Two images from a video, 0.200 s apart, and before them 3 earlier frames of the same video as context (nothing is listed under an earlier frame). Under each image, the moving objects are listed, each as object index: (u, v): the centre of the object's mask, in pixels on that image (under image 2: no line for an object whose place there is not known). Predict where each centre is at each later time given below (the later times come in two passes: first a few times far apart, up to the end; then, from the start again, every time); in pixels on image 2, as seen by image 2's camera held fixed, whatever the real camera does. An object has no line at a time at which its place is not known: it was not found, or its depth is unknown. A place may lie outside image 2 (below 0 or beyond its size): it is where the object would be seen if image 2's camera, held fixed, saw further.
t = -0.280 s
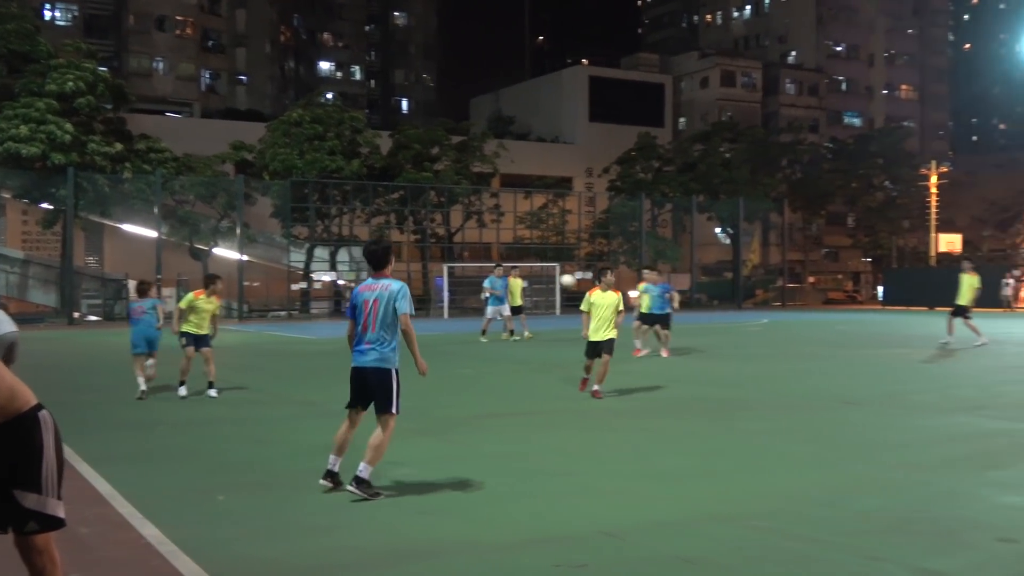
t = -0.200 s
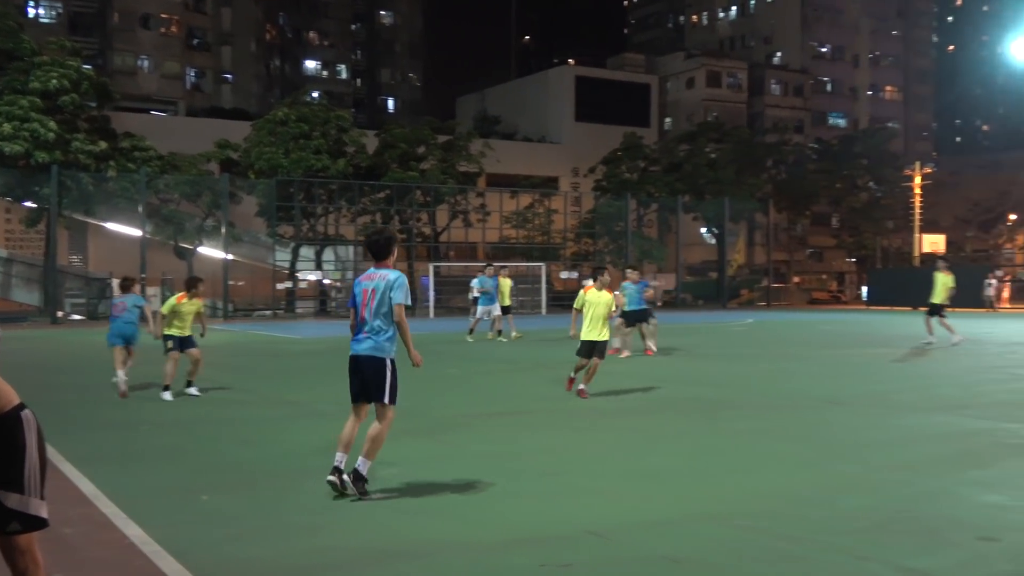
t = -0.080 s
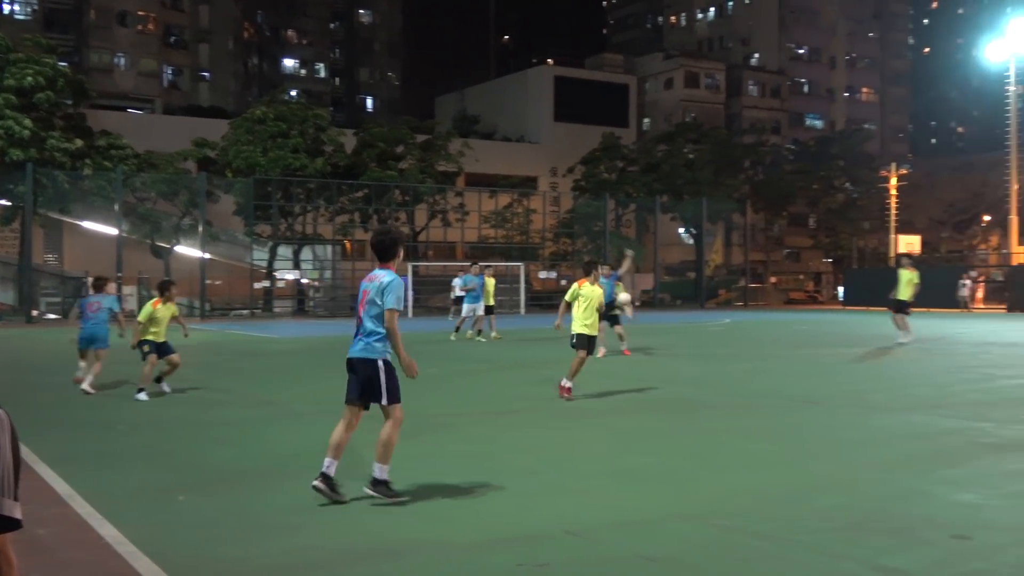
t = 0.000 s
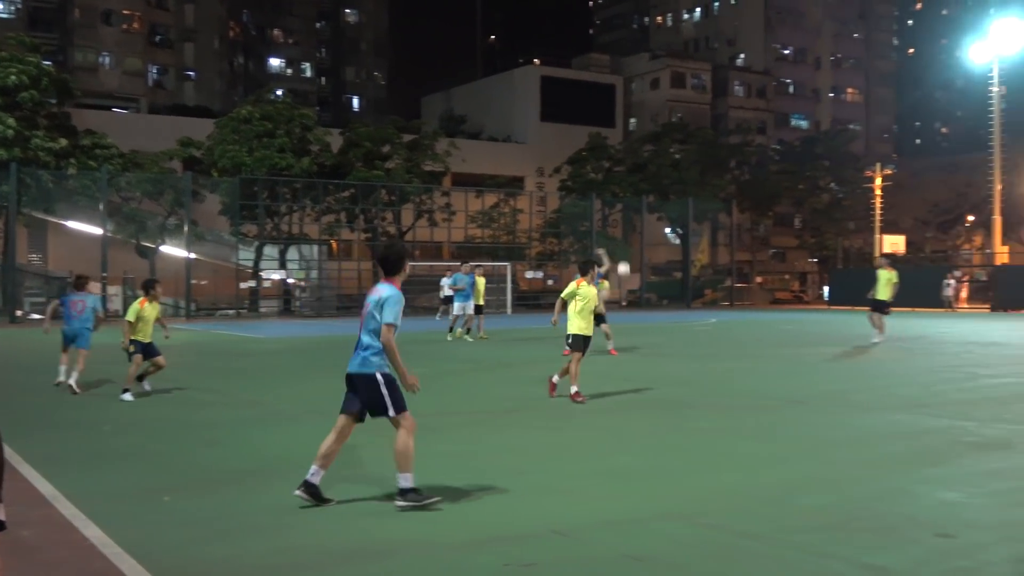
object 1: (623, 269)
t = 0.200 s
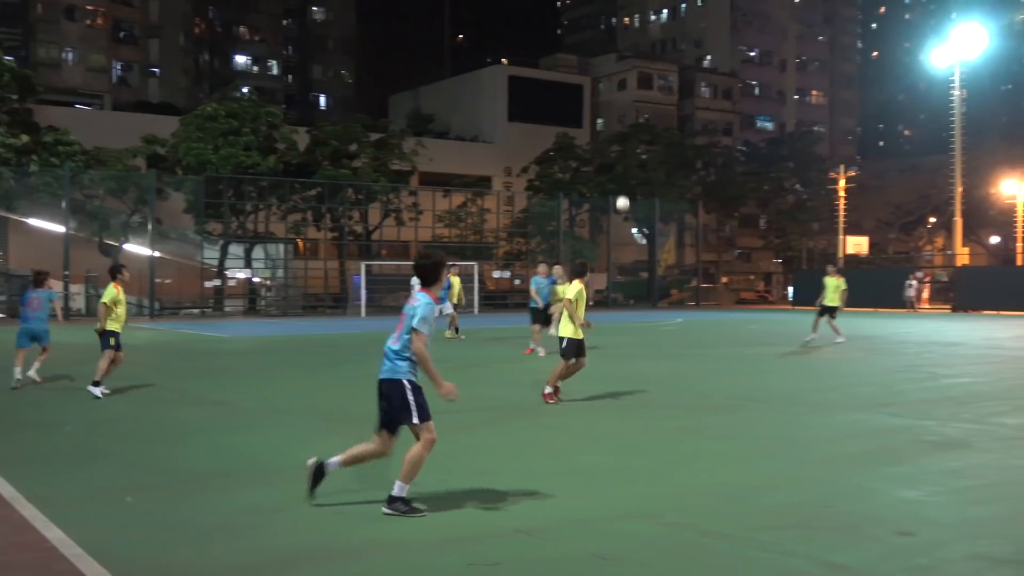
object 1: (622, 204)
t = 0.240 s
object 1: (629, 193)
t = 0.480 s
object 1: (675, 143)
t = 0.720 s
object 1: (726, 127)
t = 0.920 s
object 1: (776, 145)
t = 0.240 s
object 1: (629, 193)
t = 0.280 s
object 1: (636, 182)
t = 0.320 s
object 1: (644, 173)
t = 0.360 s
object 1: (651, 164)
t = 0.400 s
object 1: (659, 156)
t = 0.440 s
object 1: (667, 149)
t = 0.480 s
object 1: (675, 143)
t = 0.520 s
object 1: (683, 138)
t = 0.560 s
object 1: (692, 134)
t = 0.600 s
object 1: (700, 130)
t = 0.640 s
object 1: (709, 128)
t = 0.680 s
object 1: (717, 127)
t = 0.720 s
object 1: (726, 127)
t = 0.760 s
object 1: (736, 128)
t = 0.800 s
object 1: (745, 131)
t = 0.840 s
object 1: (756, 134)
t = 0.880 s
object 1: (766, 139)
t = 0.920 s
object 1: (776, 145)
